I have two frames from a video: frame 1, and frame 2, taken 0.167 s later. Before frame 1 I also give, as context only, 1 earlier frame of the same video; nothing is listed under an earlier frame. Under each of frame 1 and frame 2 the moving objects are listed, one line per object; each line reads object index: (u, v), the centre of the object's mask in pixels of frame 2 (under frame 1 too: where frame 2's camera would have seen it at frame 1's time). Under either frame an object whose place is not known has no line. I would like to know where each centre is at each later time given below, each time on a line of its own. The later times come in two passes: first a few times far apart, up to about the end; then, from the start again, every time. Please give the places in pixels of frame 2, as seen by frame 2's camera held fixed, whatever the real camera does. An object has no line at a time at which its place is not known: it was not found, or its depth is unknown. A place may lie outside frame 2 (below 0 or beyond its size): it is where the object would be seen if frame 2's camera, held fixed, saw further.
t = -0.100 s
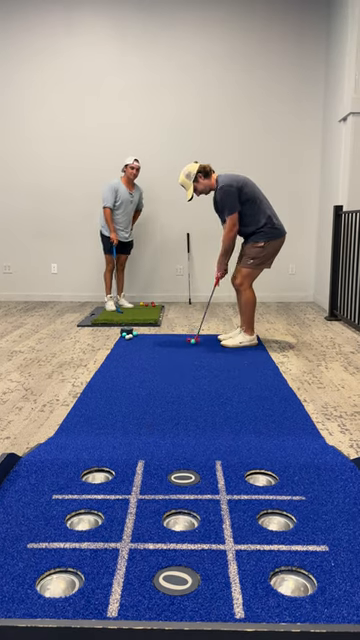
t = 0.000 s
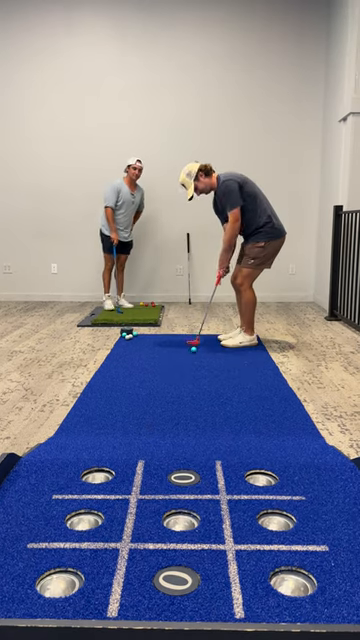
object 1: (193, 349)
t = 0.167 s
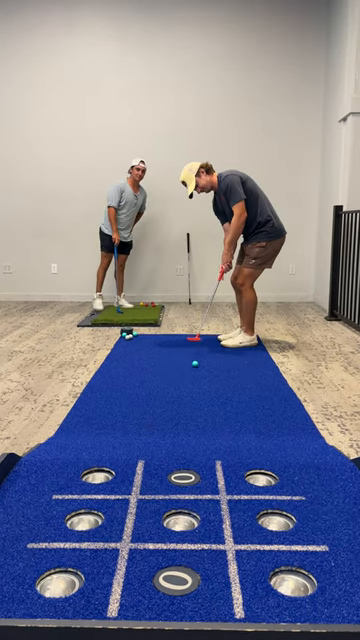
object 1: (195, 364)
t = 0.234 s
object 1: (195, 370)
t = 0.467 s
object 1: (197, 391)
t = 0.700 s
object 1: (201, 420)
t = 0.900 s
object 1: (205, 439)
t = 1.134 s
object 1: (209, 456)
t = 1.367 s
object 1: (213, 488)
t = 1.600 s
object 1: (219, 527)
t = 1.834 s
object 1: (223, 569)
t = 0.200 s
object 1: (195, 367)
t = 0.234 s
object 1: (195, 370)
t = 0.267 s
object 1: (195, 372)
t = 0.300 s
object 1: (195, 375)
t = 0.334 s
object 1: (196, 378)
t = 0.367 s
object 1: (196, 381)
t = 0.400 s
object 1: (197, 384)
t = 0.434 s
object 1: (197, 388)
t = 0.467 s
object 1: (197, 391)
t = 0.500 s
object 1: (198, 394)
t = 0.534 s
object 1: (198, 398)
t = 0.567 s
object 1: (199, 402)
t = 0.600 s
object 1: (199, 406)
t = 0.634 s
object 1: (200, 411)
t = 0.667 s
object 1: (201, 415)
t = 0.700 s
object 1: (201, 420)
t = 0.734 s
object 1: (202, 424)
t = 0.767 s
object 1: (202, 429)
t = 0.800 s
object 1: (203, 432)
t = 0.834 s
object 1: (204, 434)
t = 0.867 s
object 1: (204, 436)
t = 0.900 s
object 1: (205, 439)
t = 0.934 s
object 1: (206, 441)
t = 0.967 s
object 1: (206, 443)
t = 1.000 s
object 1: (207, 446)
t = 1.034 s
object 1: (207, 448)
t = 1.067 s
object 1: (208, 450)
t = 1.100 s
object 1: (208, 453)
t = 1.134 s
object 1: (209, 456)
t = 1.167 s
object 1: (209, 460)
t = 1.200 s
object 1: (210, 465)
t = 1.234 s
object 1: (210, 469)
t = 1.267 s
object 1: (211, 474)
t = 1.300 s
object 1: (211, 479)
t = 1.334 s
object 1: (212, 484)
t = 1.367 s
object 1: (213, 488)
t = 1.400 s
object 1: (214, 493)
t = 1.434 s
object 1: (215, 500)
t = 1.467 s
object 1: (216, 504)
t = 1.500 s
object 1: (217, 510)
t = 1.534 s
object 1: (217, 515)
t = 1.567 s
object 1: (218, 521)
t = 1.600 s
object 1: (219, 527)
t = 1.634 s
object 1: (220, 533)
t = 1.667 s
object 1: (220, 538)
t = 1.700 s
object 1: (221, 545)
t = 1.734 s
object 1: (222, 551)
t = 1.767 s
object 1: (222, 557)
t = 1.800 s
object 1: (223, 563)
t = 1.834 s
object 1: (223, 569)
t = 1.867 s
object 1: (223, 576)
